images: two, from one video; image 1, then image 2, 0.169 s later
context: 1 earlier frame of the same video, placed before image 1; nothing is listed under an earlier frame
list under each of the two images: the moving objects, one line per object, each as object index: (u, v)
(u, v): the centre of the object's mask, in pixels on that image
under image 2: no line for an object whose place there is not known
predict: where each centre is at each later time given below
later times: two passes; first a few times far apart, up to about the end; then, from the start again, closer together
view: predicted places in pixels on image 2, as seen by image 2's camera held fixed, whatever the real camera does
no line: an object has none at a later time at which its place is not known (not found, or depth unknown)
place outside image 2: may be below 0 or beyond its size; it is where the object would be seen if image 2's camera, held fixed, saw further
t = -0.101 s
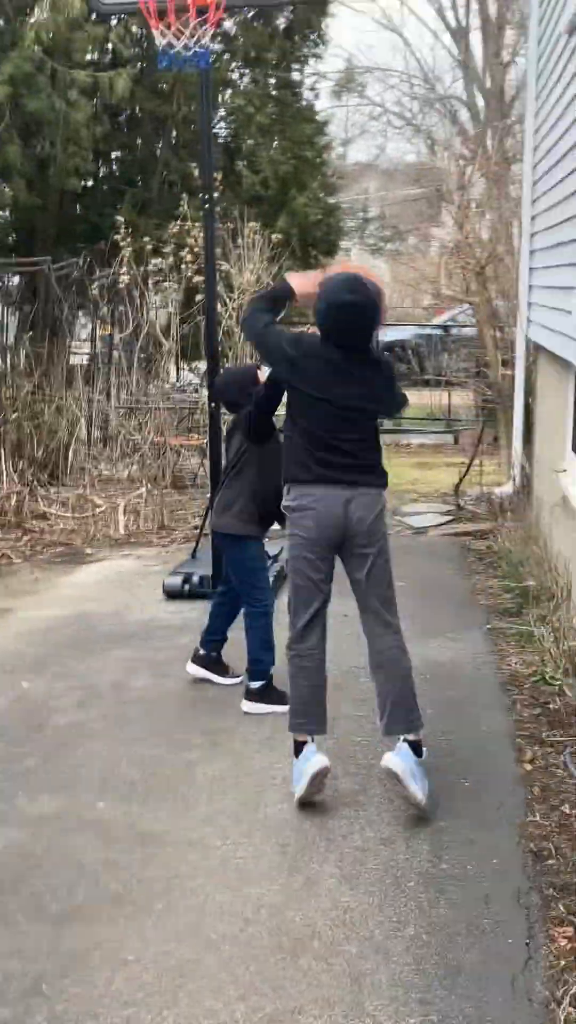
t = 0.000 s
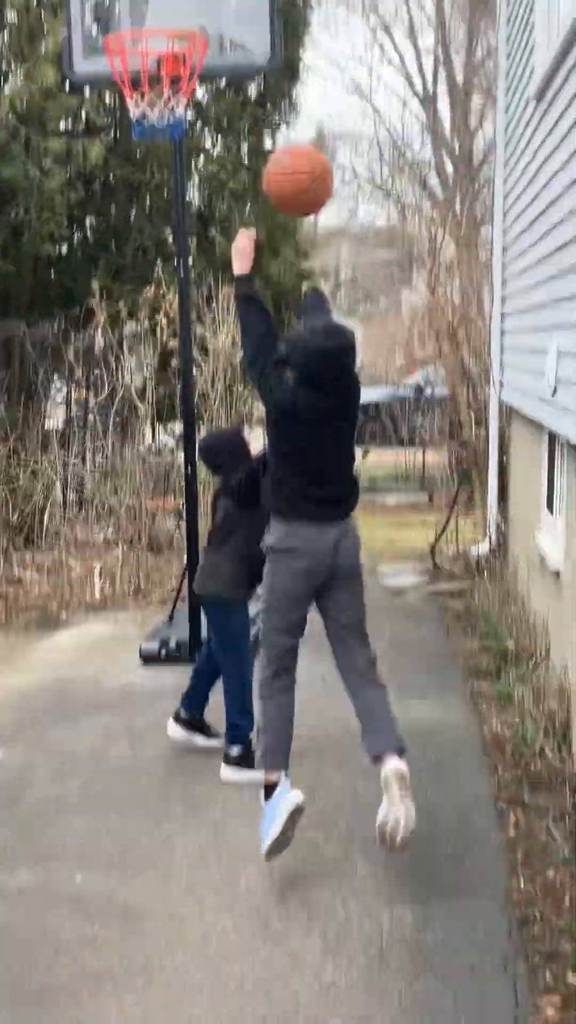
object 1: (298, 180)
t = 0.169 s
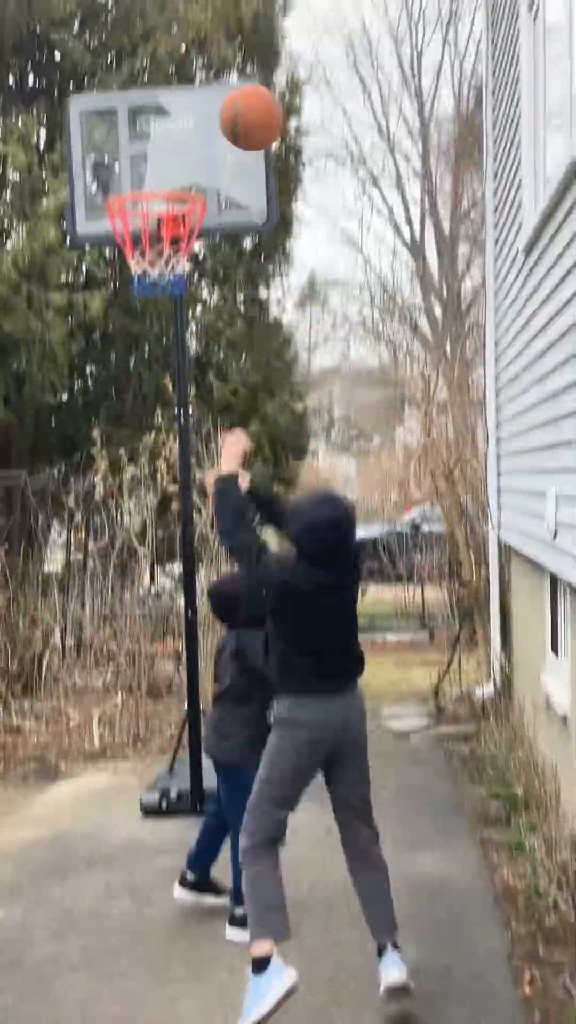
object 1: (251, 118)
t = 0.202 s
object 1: (243, 87)
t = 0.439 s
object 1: (198, -27)
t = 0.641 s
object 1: (169, -4)
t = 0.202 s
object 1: (243, 87)
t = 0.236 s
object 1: (236, 61)
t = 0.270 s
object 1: (229, 36)
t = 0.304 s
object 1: (222, 17)
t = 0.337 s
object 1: (217, 1)
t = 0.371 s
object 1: (210, -10)
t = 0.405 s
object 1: (203, -22)
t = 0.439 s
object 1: (198, -27)
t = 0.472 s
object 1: (193, -29)
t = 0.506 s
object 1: (187, -29)
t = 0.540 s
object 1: (182, -26)
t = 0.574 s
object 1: (177, -21)
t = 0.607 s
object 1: (171, -14)
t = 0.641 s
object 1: (169, -4)
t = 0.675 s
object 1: (164, 9)
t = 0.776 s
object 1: (153, 57)
